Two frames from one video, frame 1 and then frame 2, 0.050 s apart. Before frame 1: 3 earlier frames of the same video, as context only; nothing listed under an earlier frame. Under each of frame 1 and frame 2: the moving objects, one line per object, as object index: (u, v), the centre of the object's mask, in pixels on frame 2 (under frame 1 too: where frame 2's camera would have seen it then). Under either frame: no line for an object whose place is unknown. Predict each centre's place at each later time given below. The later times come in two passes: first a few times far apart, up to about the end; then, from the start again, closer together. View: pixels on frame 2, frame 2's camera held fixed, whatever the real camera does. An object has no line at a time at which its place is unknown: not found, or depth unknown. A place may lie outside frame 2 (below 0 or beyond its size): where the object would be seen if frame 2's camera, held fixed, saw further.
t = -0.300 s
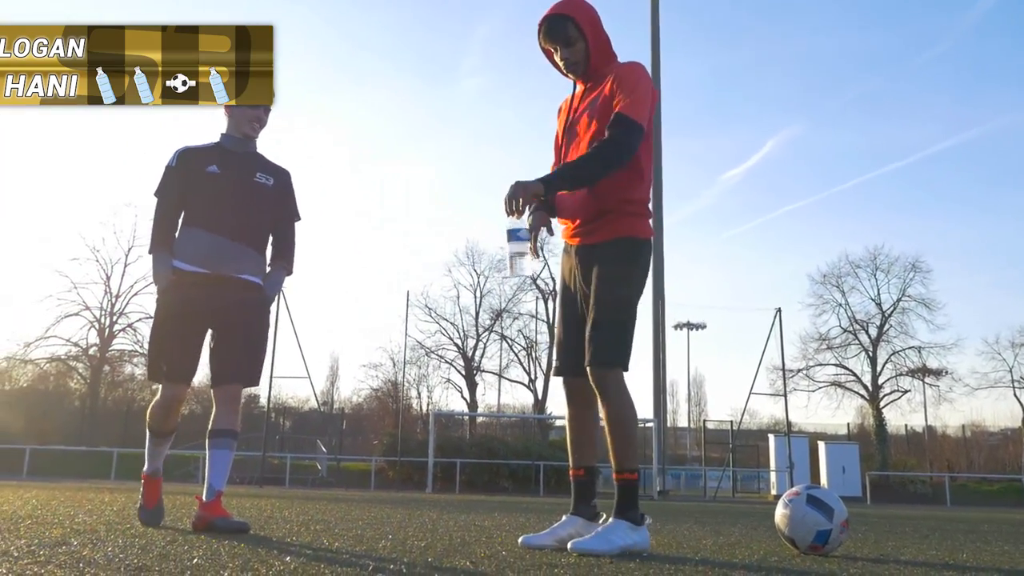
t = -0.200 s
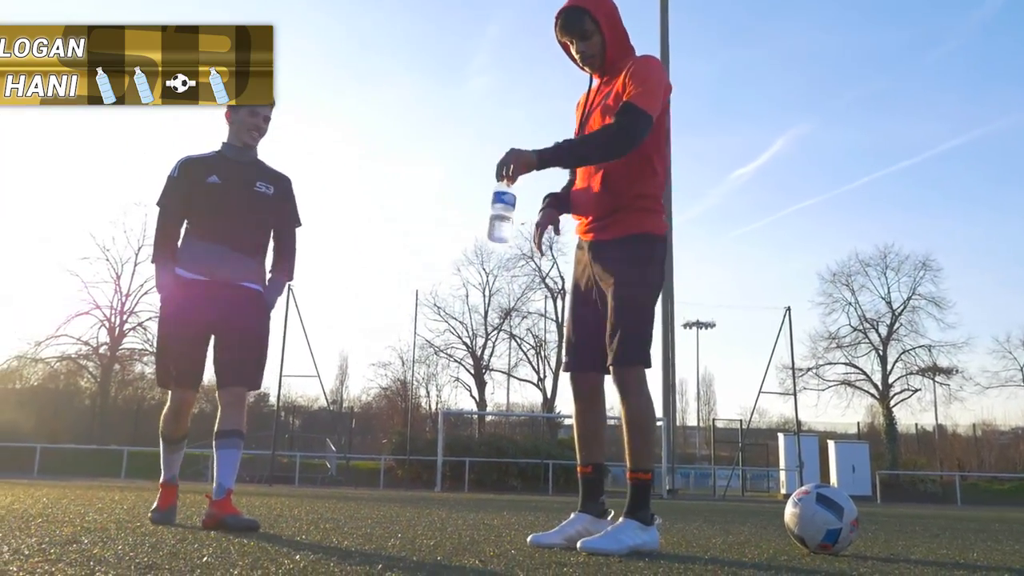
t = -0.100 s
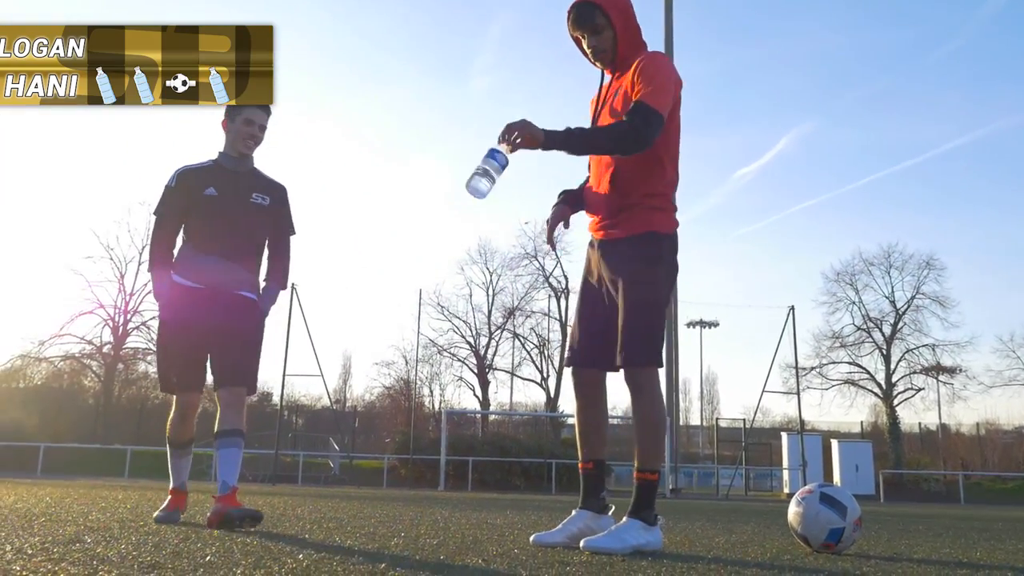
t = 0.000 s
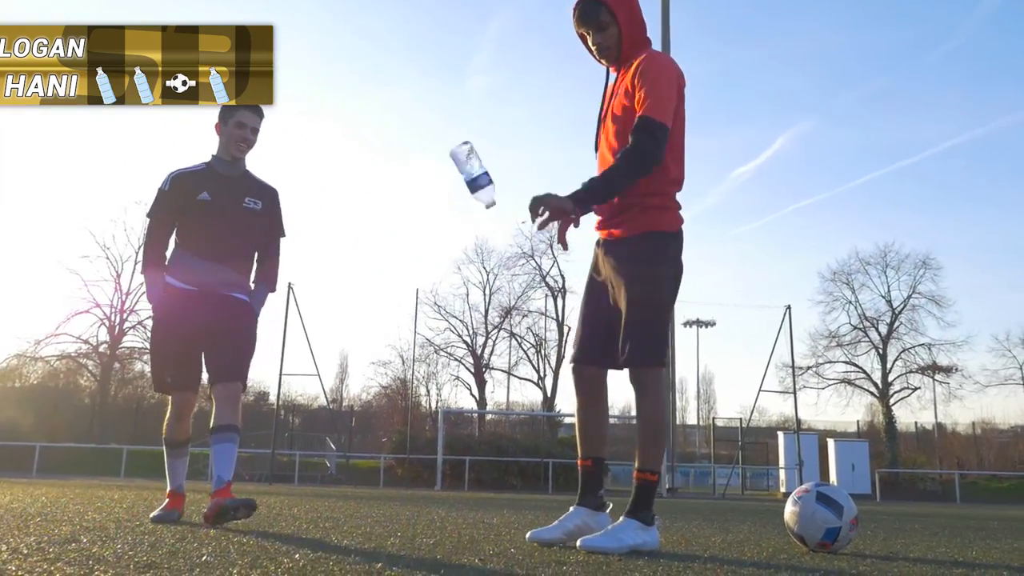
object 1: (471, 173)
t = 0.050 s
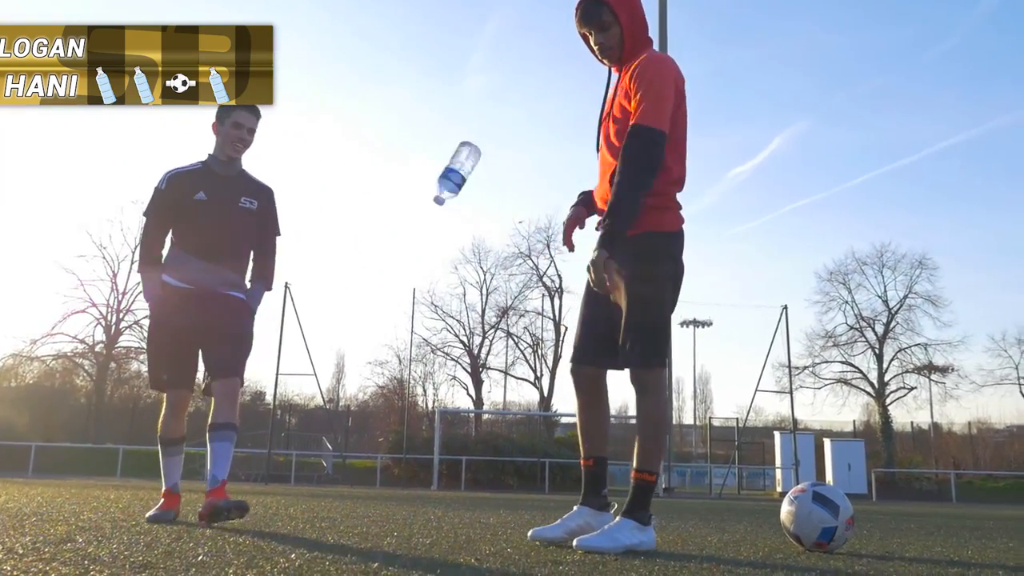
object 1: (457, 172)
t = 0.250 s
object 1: (431, 279)
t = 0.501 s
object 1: (414, 524)
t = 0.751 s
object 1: (439, 547)
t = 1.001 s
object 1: (439, 547)
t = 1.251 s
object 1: (438, 547)
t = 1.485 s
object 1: (438, 548)
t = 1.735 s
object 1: (438, 547)
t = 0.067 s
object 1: (455, 173)
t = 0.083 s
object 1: (453, 176)
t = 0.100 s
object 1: (451, 181)
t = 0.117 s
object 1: (449, 187)
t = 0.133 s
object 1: (447, 194)
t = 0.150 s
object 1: (445, 203)
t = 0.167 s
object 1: (443, 212)
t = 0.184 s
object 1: (441, 223)
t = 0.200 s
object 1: (439, 235)
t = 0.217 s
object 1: (436, 249)
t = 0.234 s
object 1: (434, 263)
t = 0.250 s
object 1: (431, 279)
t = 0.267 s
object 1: (429, 297)
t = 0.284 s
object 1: (425, 315)
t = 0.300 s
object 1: (423, 336)
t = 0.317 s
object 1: (420, 359)
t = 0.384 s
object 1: (408, 463)
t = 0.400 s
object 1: (404, 493)
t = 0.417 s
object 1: (401, 524)
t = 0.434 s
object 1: (404, 523)
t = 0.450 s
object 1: (407, 524)
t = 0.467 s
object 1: (409, 524)
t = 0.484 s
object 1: (411, 523)
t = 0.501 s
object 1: (414, 524)
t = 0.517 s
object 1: (416, 525)
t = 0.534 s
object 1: (418, 526)
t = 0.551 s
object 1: (421, 527)
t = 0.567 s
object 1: (425, 529)
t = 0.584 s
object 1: (428, 531)
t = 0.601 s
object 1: (431, 535)
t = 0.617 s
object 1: (434, 540)
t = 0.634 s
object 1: (437, 545)
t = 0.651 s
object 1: (438, 547)
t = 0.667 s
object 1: (439, 547)
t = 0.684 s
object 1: (440, 547)
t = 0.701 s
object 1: (440, 547)
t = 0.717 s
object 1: (439, 547)
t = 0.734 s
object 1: (439, 547)
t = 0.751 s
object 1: (439, 547)
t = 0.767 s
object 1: (439, 547)
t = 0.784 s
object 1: (439, 547)
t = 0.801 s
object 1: (439, 547)
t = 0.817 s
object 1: (439, 547)
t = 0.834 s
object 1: (439, 547)
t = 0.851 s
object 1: (439, 547)
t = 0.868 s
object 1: (439, 547)
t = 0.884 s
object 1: (439, 547)
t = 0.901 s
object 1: (439, 547)
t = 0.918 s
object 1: (439, 547)
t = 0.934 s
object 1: (438, 547)
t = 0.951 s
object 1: (439, 547)
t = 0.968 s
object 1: (439, 547)
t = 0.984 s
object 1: (439, 547)
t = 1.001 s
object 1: (439, 547)
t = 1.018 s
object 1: (438, 547)
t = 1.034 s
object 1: (438, 547)
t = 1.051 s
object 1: (438, 547)
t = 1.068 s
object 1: (438, 547)
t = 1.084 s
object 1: (438, 547)
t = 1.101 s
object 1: (438, 547)
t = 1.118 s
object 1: (438, 547)
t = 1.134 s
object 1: (438, 547)
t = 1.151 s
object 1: (438, 547)
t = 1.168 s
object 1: (438, 547)
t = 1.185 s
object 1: (438, 547)
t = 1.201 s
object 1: (438, 547)
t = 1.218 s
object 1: (438, 547)
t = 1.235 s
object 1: (438, 547)
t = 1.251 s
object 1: (438, 547)
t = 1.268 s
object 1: (438, 547)
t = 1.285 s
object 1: (438, 547)
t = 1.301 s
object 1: (438, 547)
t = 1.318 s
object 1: (438, 547)
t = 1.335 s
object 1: (438, 547)
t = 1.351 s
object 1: (438, 547)
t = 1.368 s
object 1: (438, 547)
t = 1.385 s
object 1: (438, 547)
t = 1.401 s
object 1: (438, 547)
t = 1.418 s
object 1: (438, 547)
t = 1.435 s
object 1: (438, 547)
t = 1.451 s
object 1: (438, 548)
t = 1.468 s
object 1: (438, 548)
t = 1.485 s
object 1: (438, 548)
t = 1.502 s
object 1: (438, 548)
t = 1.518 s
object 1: (438, 548)
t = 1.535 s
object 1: (438, 548)
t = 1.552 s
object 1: (438, 548)
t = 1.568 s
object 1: (438, 548)
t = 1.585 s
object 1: (438, 548)
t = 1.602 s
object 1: (438, 548)
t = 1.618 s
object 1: (438, 548)
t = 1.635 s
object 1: (438, 548)
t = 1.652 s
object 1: (438, 547)
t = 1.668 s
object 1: (438, 548)
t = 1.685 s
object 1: (438, 548)
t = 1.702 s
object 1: (438, 548)
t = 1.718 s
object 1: (438, 548)
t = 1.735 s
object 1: (438, 547)
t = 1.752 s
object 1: (438, 548)
